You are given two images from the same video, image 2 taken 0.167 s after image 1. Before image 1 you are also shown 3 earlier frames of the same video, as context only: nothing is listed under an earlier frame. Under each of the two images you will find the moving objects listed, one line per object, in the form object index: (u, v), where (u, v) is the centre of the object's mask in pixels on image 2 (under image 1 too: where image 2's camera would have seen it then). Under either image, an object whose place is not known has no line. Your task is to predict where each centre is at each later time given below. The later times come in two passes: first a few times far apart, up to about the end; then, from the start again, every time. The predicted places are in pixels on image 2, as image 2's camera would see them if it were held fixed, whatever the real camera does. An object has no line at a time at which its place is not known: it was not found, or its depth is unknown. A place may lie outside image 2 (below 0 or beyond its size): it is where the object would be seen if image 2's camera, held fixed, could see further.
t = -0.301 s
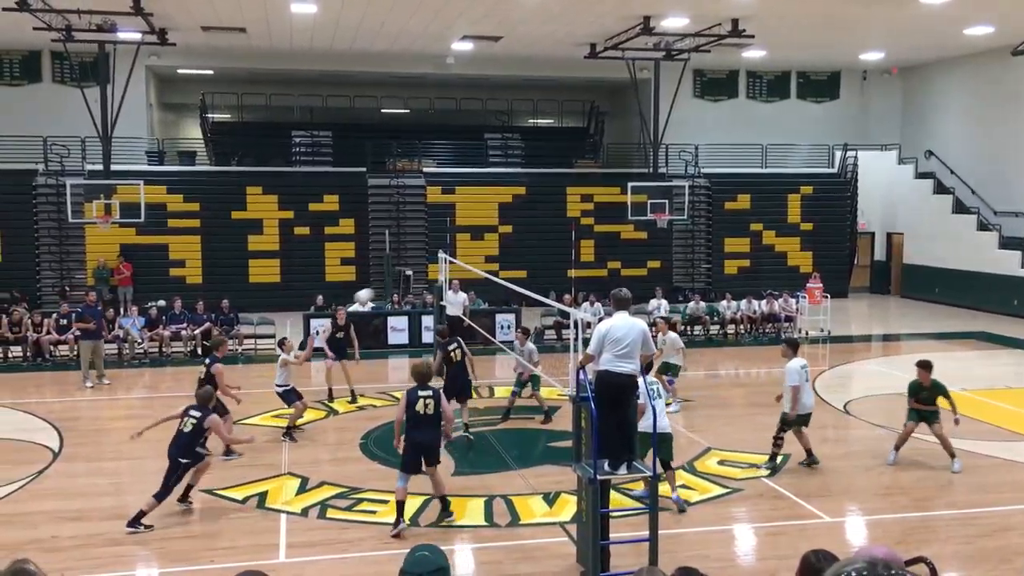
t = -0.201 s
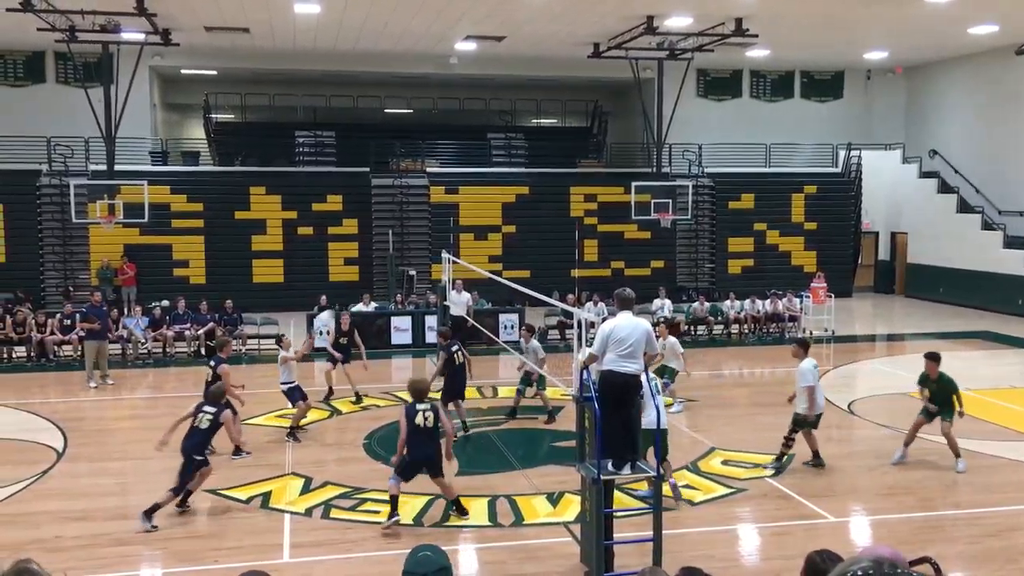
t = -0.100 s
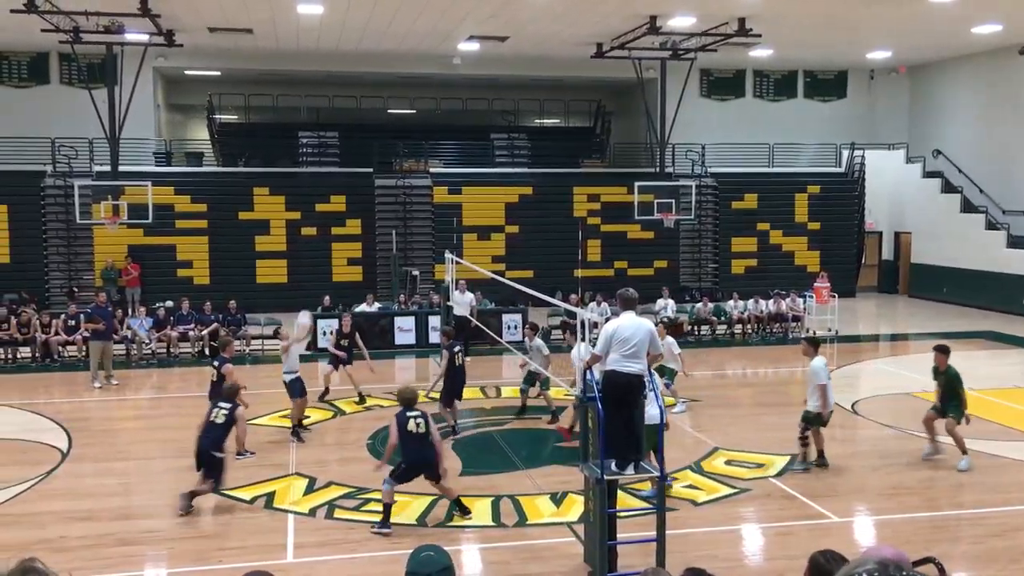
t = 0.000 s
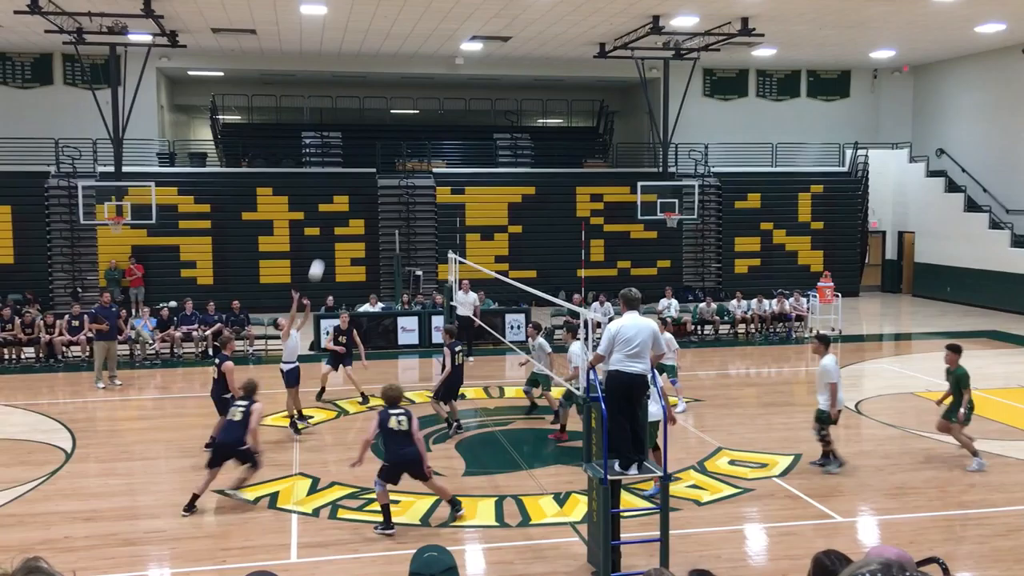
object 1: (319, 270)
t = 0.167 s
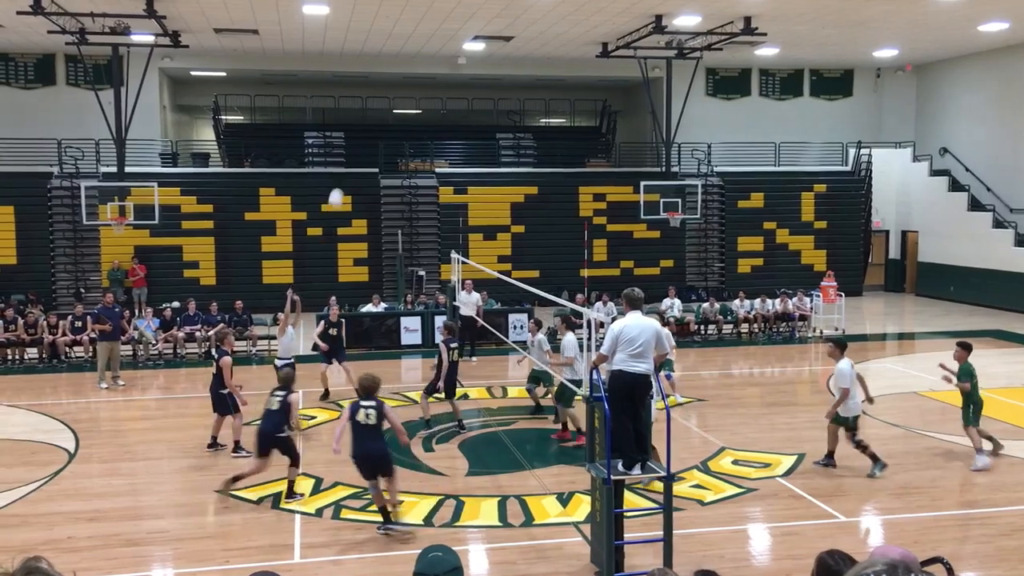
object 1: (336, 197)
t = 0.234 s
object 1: (342, 175)
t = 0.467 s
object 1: (365, 116)
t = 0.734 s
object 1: (393, 94)
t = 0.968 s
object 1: (418, 115)
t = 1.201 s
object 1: (442, 172)
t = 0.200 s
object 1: (339, 186)
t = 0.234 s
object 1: (342, 175)
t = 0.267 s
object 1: (345, 164)
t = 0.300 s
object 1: (349, 155)
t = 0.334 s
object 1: (352, 146)
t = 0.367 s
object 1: (355, 137)
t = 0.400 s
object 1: (359, 130)
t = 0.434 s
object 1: (362, 123)
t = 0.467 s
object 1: (365, 116)
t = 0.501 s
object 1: (369, 111)
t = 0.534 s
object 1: (372, 106)
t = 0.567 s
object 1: (375, 102)
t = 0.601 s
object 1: (379, 99)
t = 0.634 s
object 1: (382, 96)
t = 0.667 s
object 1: (386, 95)
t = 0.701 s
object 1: (390, 94)
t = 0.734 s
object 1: (393, 94)
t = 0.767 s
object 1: (397, 94)
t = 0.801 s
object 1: (400, 96)
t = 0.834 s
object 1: (404, 98)
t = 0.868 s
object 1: (407, 101)
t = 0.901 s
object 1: (411, 104)
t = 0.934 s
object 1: (414, 109)
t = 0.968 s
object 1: (418, 115)
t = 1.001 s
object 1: (421, 121)
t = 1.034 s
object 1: (425, 127)
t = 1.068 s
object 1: (428, 135)
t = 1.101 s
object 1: (432, 143)
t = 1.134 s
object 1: (435, 152)
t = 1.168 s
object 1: (438, 161)
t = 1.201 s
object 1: (442, 172)
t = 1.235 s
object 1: (445, 183)
